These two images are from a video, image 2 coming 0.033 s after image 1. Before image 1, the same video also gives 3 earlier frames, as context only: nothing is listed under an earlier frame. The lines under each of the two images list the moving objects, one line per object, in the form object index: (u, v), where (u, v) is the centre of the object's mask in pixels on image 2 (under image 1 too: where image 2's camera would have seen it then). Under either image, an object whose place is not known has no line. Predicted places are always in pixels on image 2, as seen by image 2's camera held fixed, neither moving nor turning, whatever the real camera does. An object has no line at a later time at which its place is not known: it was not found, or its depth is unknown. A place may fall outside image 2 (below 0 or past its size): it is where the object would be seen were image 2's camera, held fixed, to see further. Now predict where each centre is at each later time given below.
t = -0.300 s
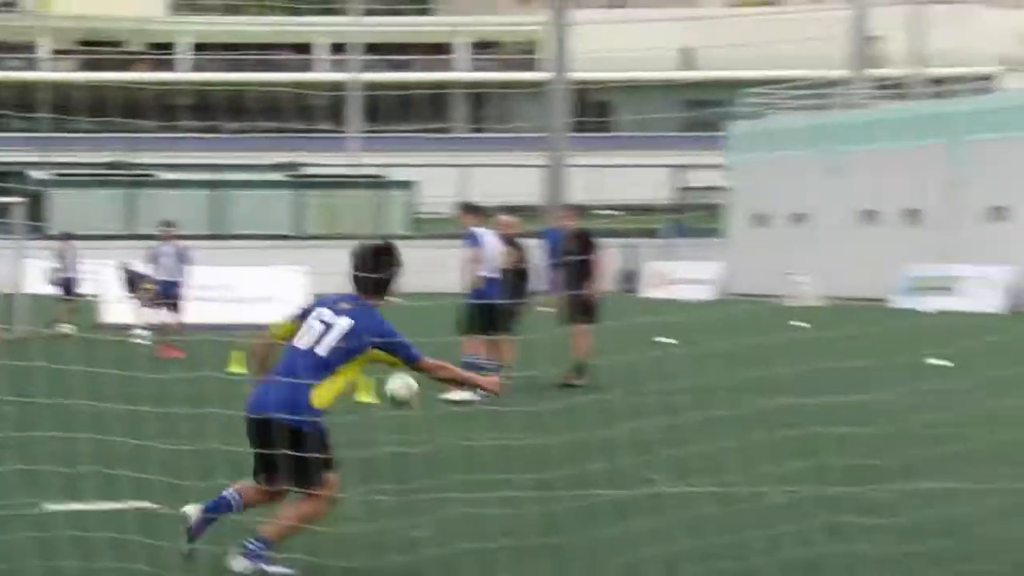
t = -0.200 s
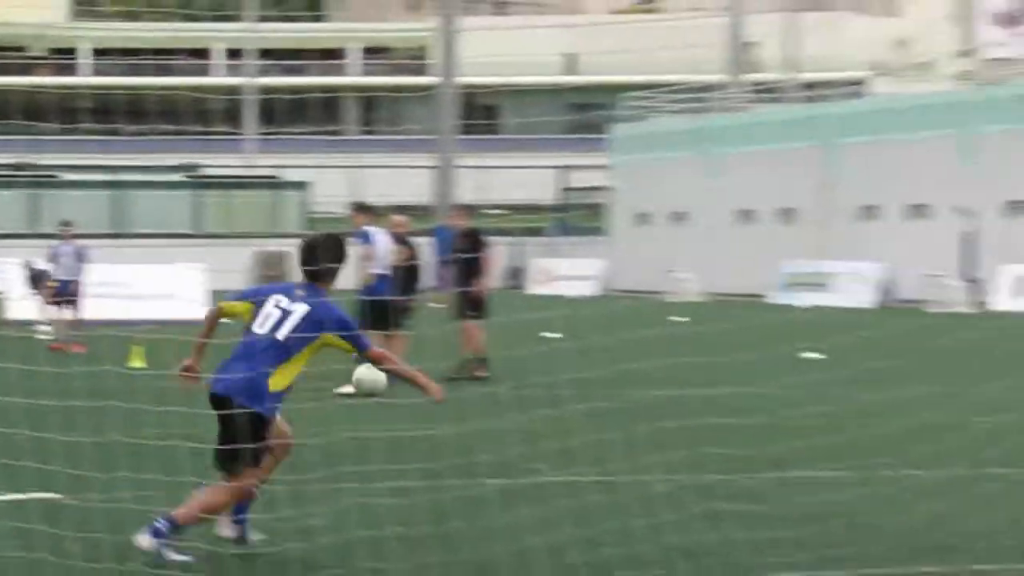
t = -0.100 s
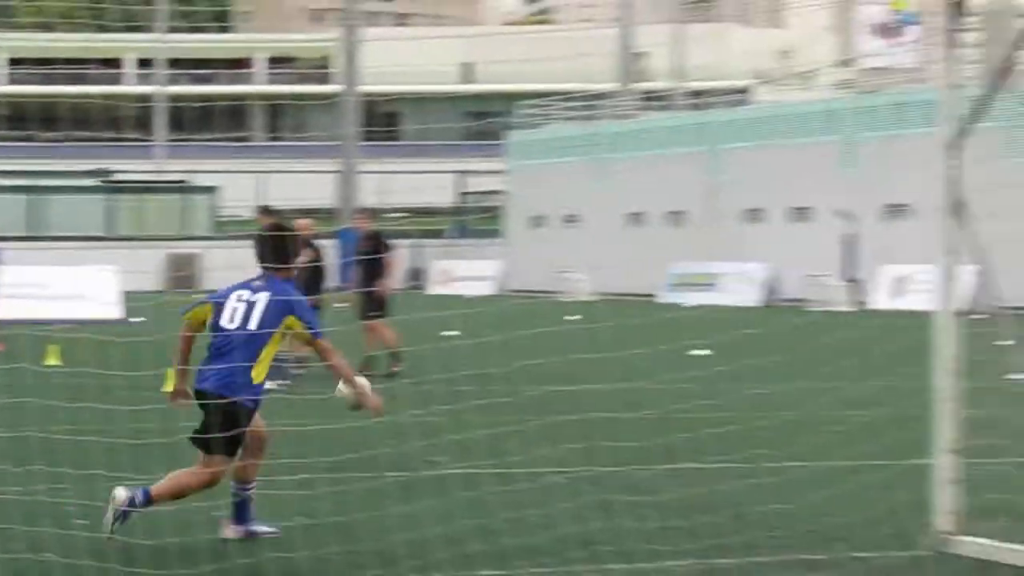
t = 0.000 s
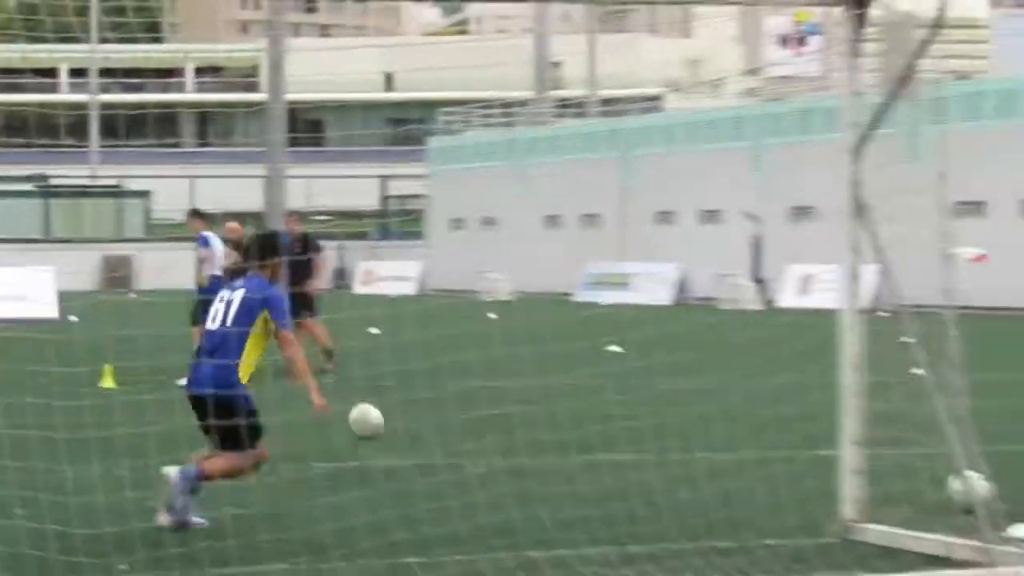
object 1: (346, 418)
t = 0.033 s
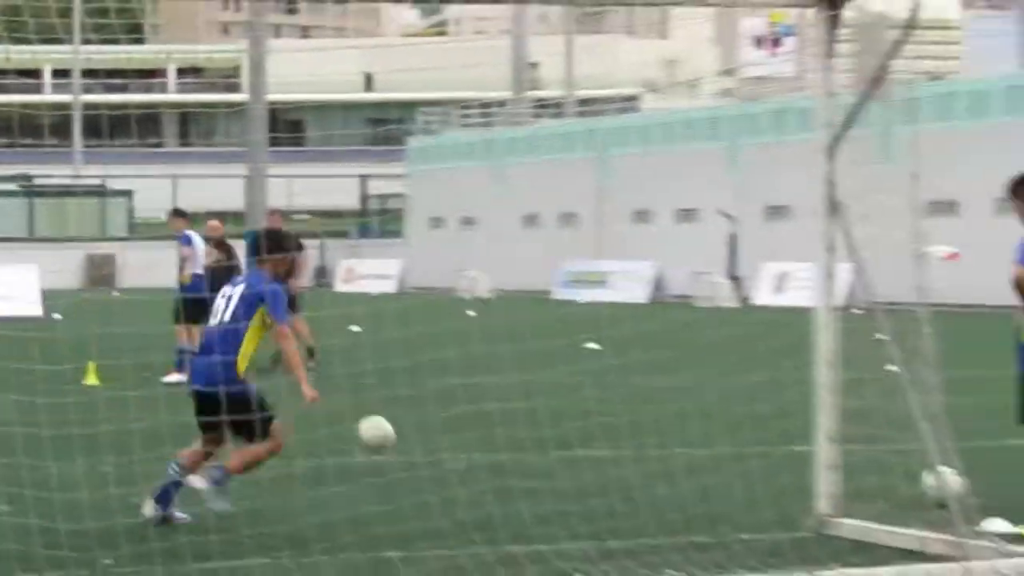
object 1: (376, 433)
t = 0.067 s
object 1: (406, 453)
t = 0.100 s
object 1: (436, 463)
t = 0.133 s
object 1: (464, 450)
